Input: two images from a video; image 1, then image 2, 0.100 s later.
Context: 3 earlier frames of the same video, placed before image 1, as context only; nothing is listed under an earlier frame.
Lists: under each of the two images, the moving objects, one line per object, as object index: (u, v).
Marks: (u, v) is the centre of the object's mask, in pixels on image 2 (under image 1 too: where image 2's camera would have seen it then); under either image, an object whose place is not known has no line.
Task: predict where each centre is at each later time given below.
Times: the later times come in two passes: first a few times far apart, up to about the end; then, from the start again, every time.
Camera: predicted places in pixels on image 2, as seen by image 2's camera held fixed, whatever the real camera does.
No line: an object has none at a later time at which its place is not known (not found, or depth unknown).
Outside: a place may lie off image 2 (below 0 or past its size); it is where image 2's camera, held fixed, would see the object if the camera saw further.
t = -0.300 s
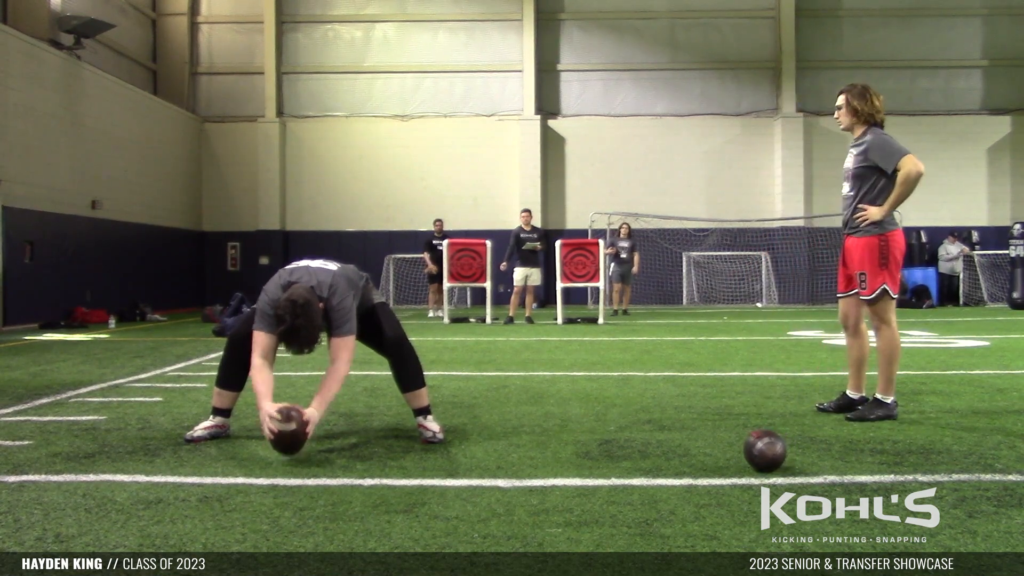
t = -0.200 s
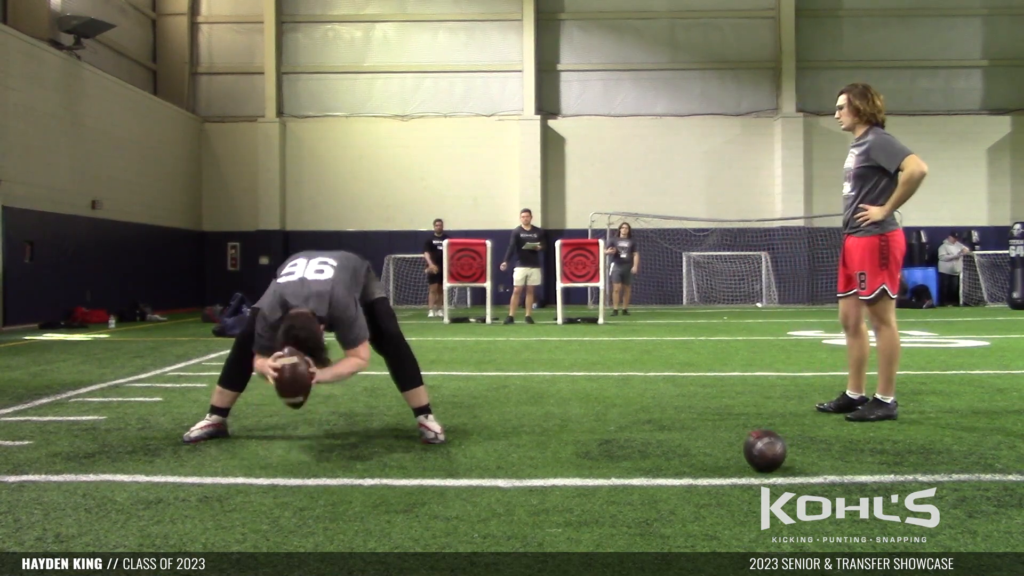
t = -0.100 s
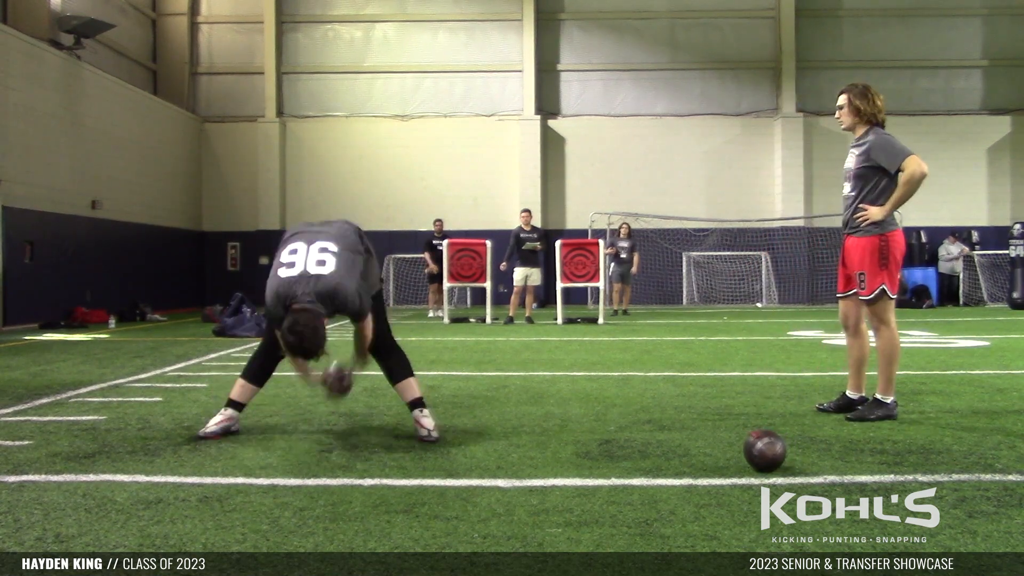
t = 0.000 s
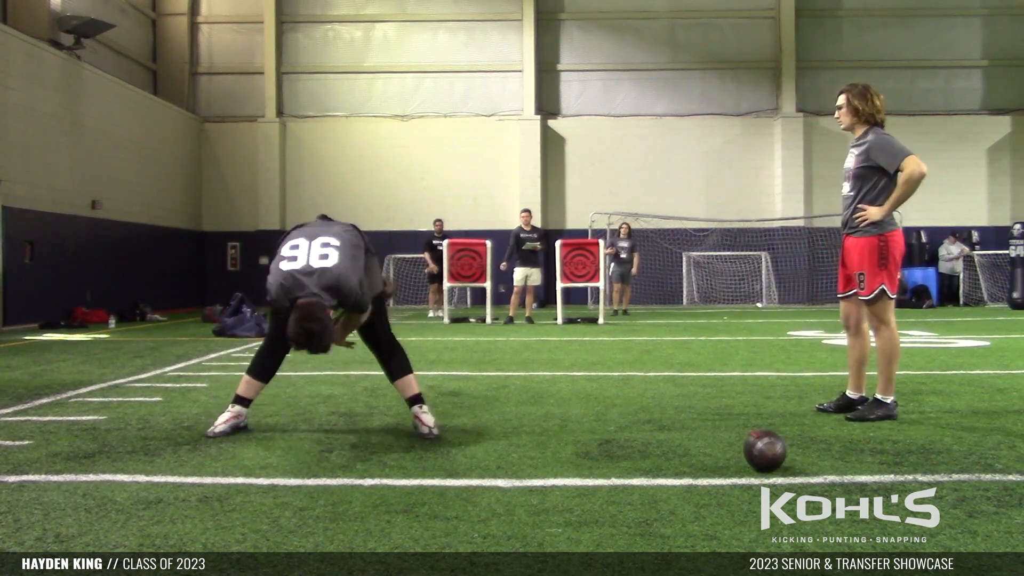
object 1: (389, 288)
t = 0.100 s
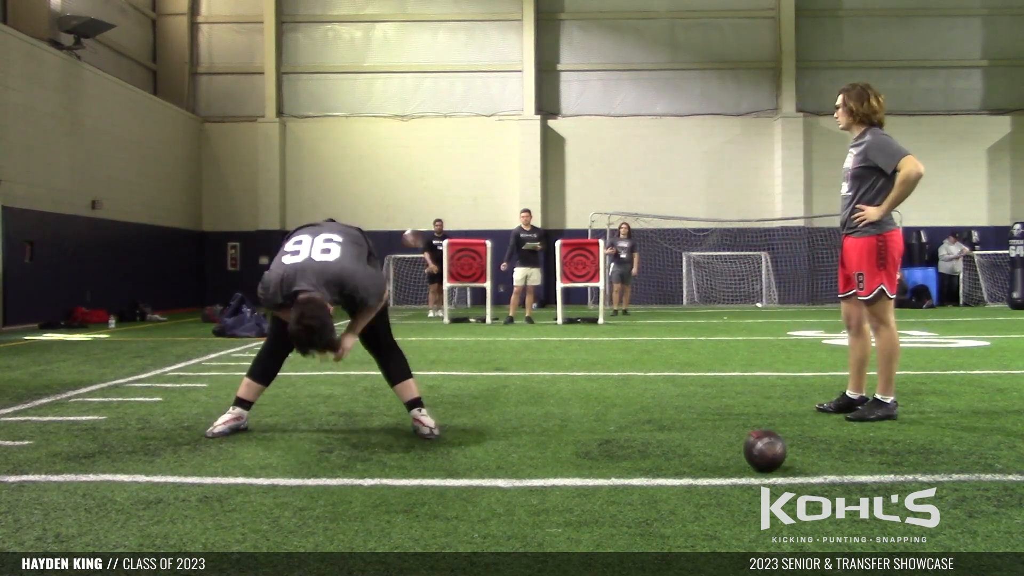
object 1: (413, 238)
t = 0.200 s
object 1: (431, 219)
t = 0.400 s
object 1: (454, 212)
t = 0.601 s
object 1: (466, 228)
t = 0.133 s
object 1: (419, 230)
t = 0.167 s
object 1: (426, 224)
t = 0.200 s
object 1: (431, 219)
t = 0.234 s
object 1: (437, 214)
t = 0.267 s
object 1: (441, 212)
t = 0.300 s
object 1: (445, 211)
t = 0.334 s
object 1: (448, 210)
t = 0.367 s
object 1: (452, 210)
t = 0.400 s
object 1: (454, 212)
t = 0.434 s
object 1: (457, 213)
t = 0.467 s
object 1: (459, 215)
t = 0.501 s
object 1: (461, 219)
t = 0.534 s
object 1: (462, 222)
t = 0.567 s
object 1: (464, 225)
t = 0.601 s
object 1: (466, 228)
